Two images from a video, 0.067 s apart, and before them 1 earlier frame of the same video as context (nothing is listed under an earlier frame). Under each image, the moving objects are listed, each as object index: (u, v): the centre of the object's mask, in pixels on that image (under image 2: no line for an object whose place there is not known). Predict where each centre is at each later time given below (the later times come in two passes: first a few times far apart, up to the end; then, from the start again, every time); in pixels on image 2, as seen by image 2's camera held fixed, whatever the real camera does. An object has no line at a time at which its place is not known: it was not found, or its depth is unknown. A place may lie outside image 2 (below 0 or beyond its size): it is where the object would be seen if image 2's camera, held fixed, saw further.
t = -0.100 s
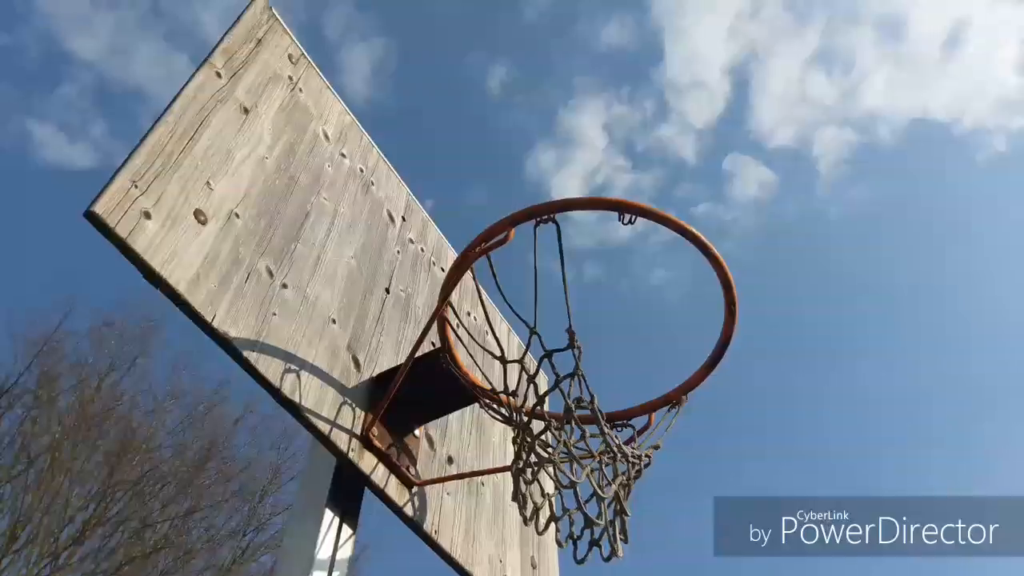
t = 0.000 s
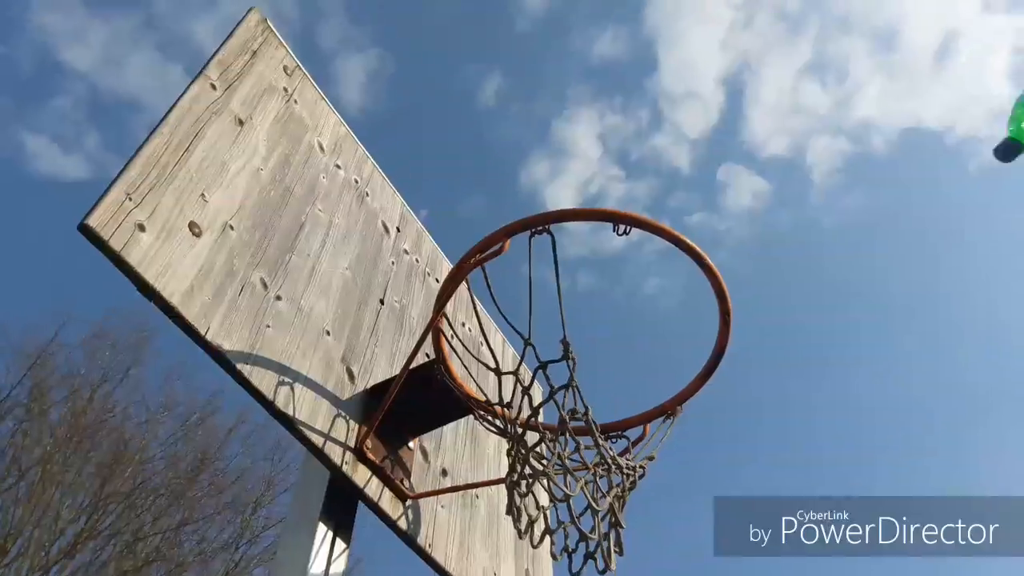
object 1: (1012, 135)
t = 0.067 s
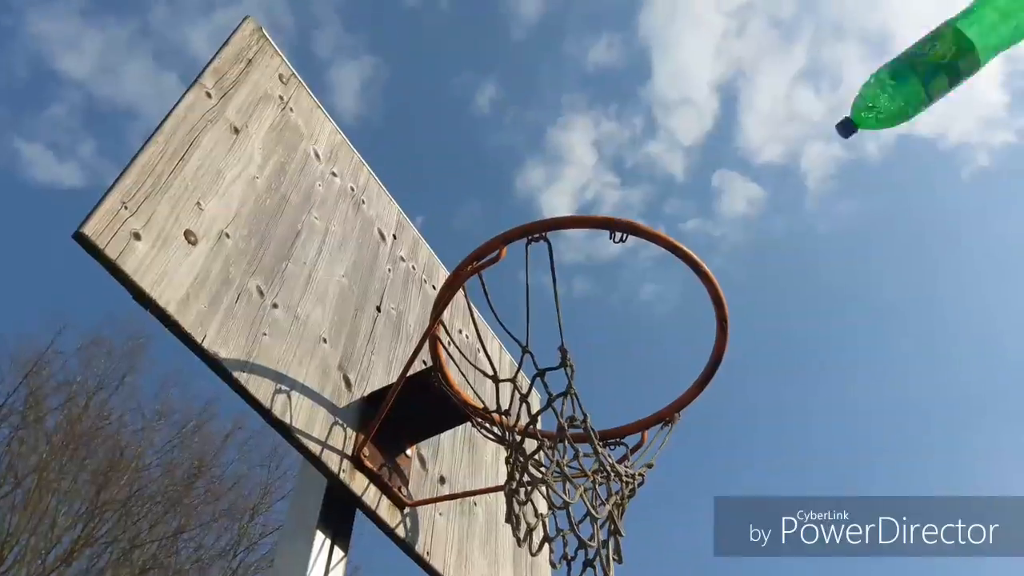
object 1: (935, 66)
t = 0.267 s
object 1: (704, 89)
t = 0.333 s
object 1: (653, 117)
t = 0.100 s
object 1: (888, 58)
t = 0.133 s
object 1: (843, 58)
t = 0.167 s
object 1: (803, 63)
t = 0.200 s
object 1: (765, 71)
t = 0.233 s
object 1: (732, 79)
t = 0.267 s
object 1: (704, 89)
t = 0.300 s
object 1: (678, 102)
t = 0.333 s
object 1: (653, 117)
